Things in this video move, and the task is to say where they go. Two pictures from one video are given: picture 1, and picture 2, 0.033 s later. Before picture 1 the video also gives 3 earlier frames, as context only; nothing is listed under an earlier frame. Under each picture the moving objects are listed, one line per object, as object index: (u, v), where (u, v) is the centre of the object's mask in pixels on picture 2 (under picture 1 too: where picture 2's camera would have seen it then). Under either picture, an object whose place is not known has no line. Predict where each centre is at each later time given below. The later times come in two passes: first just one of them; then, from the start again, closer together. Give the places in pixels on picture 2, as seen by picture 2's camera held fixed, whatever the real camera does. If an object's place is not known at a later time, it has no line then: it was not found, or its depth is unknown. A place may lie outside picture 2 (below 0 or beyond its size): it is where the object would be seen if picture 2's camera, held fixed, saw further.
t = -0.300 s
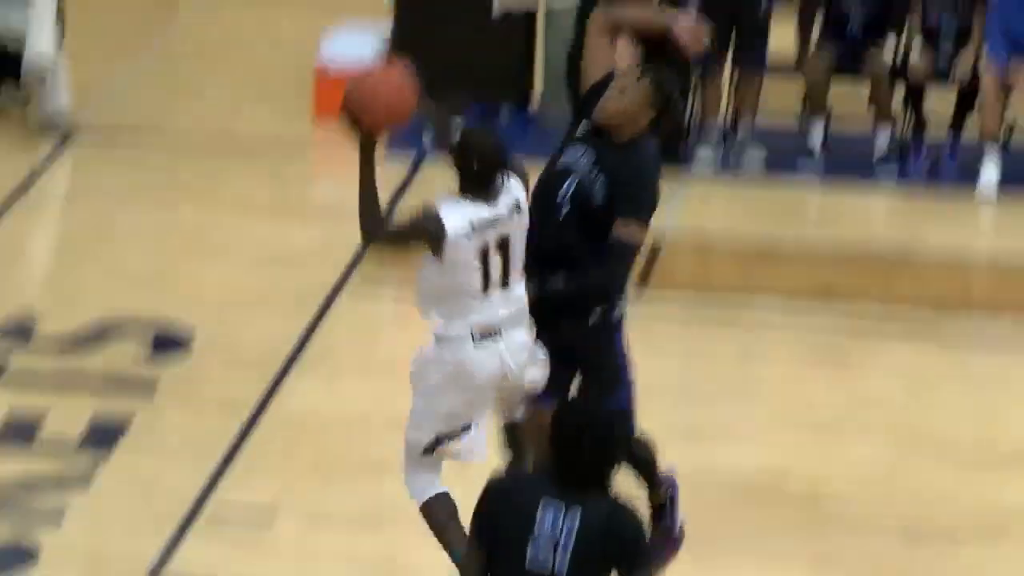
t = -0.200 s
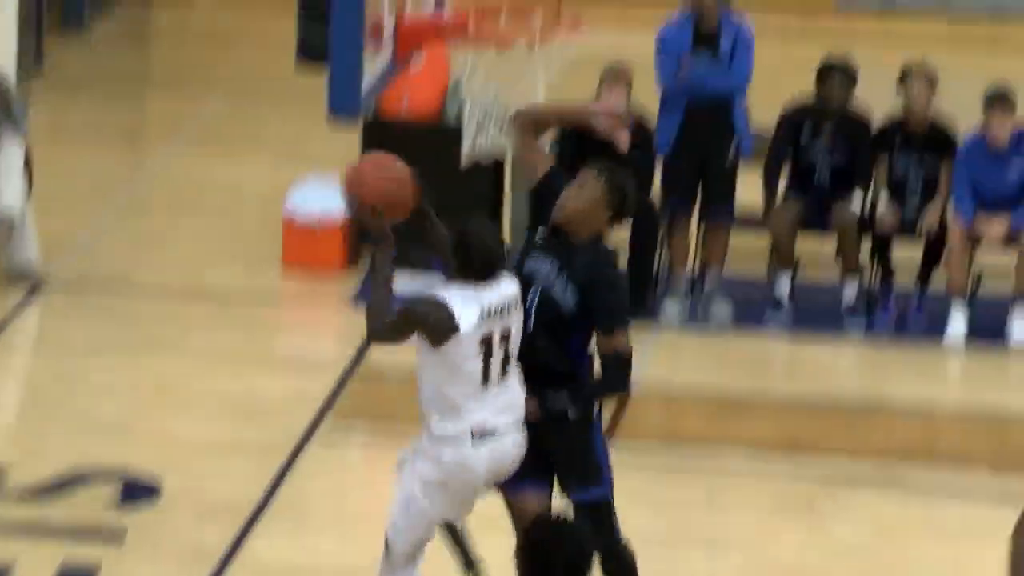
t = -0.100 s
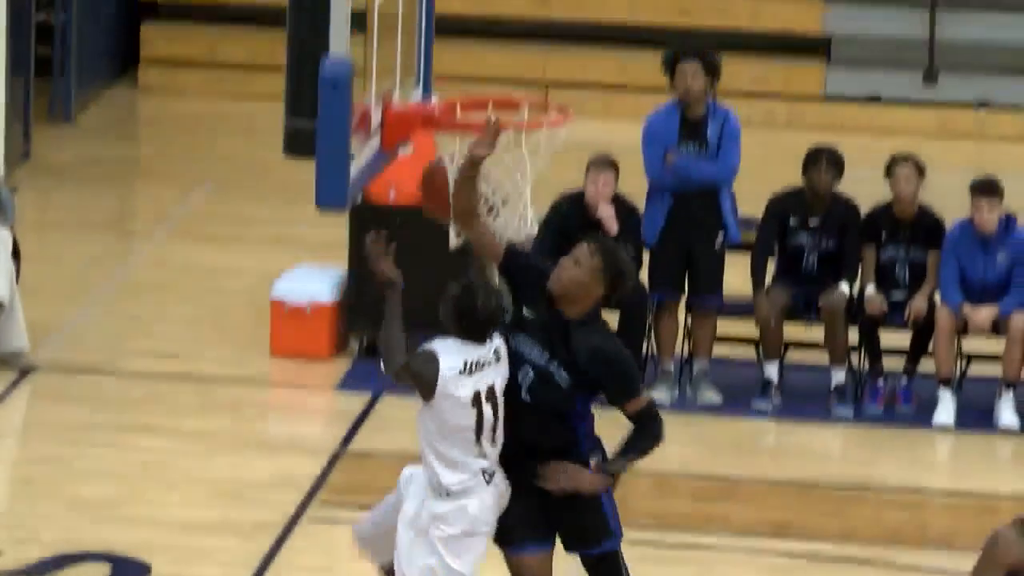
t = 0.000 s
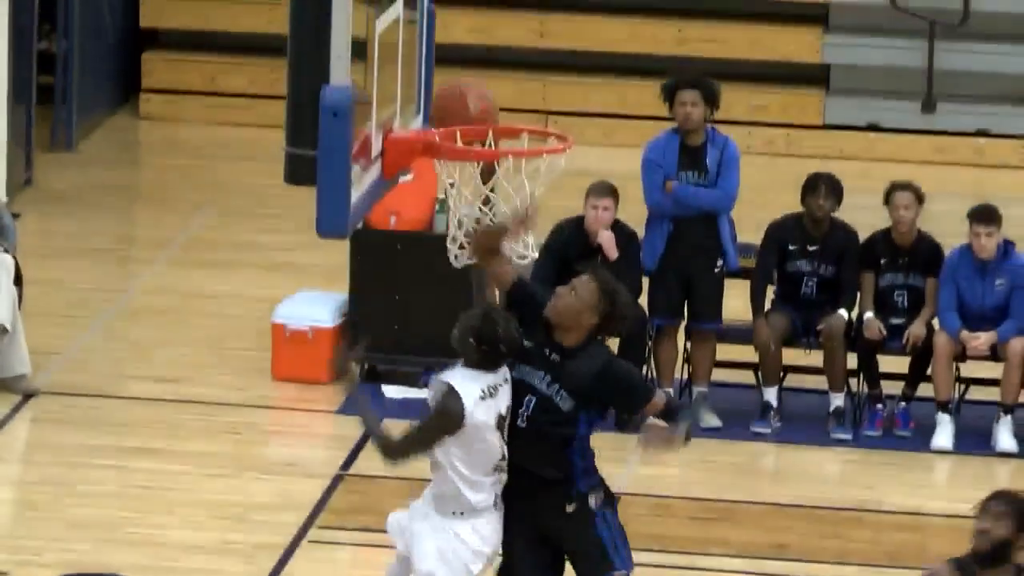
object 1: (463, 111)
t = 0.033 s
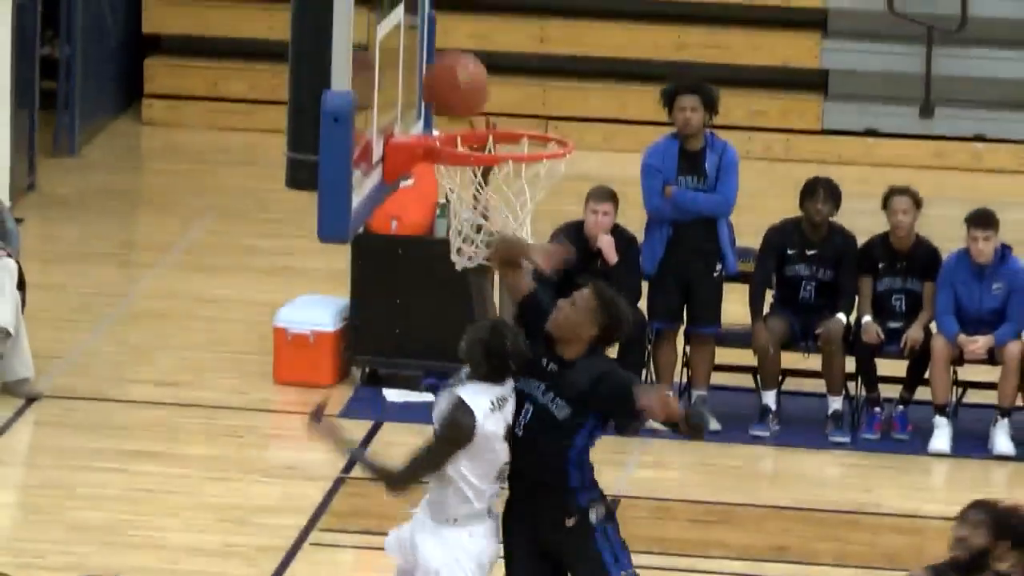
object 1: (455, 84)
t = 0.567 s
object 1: (507, 95)
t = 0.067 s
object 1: (447, 58)
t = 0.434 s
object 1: (493, 84)
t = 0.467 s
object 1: (498, 108)
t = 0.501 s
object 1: (502, 118)
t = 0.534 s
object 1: (504, 106)
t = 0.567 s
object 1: (507, 95)
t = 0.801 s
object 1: (517, 92)
